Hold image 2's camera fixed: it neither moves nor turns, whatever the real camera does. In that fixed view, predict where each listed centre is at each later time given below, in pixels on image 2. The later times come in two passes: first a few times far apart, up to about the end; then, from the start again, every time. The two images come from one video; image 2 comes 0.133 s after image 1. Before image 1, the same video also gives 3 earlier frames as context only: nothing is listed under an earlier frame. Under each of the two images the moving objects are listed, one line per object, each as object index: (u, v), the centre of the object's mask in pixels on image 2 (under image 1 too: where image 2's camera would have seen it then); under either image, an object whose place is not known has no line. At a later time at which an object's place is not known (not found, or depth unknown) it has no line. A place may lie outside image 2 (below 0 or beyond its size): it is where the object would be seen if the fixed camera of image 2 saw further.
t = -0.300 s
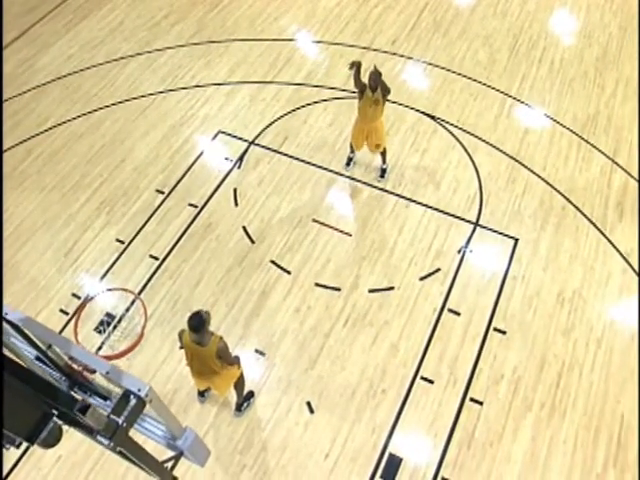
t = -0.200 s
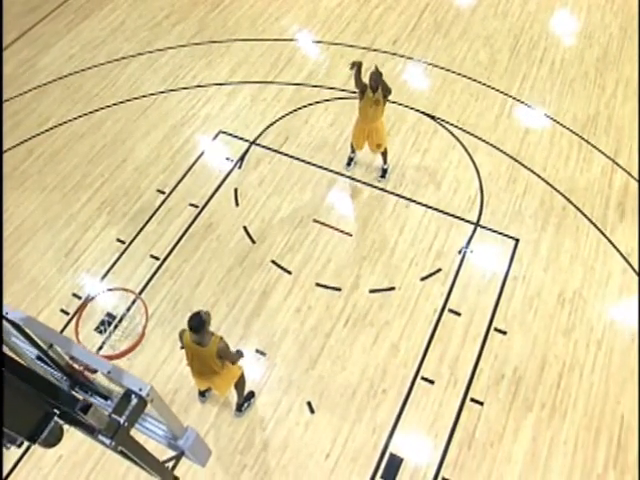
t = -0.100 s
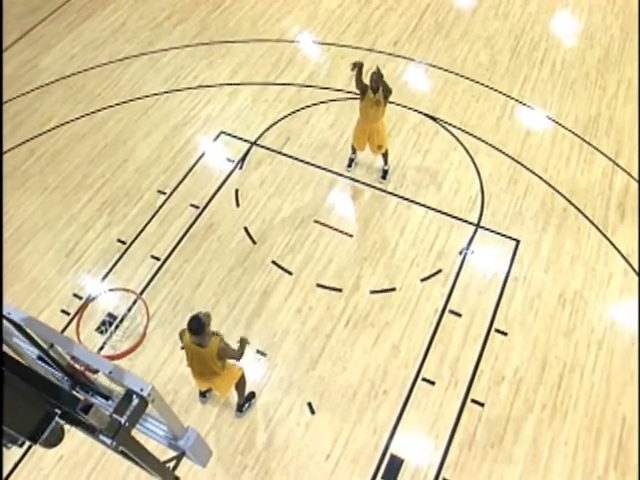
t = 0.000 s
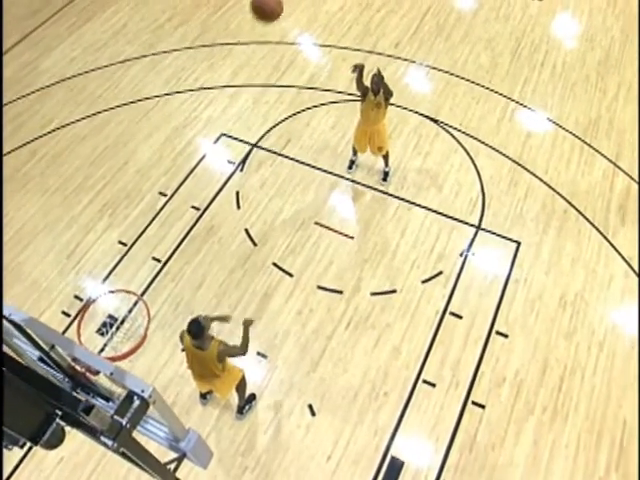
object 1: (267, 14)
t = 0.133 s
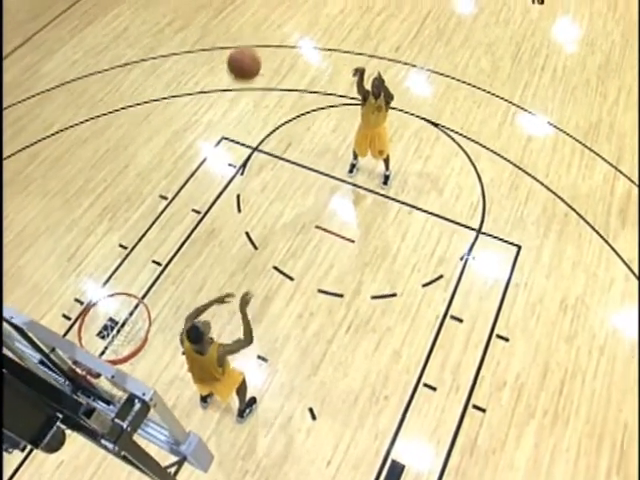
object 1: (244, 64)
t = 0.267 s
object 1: (223, 138)
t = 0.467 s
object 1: (204, 266)
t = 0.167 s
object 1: (238, 81)
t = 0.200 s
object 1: (233, 100)
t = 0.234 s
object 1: (228, 118)
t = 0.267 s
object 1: (223, 138)
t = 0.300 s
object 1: (220, 158)
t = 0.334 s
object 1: (215, 182)
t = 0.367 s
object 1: (212, 202)
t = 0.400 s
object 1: (209, 223)
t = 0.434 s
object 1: (206, 244)
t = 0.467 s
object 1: (204, 266)
